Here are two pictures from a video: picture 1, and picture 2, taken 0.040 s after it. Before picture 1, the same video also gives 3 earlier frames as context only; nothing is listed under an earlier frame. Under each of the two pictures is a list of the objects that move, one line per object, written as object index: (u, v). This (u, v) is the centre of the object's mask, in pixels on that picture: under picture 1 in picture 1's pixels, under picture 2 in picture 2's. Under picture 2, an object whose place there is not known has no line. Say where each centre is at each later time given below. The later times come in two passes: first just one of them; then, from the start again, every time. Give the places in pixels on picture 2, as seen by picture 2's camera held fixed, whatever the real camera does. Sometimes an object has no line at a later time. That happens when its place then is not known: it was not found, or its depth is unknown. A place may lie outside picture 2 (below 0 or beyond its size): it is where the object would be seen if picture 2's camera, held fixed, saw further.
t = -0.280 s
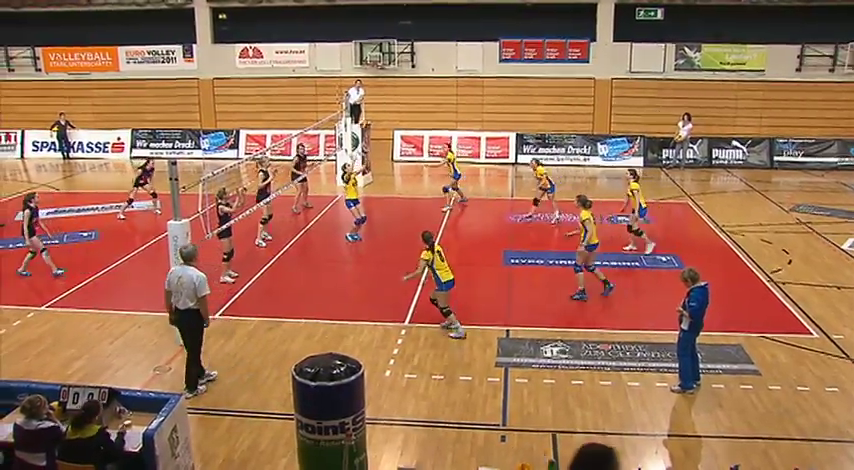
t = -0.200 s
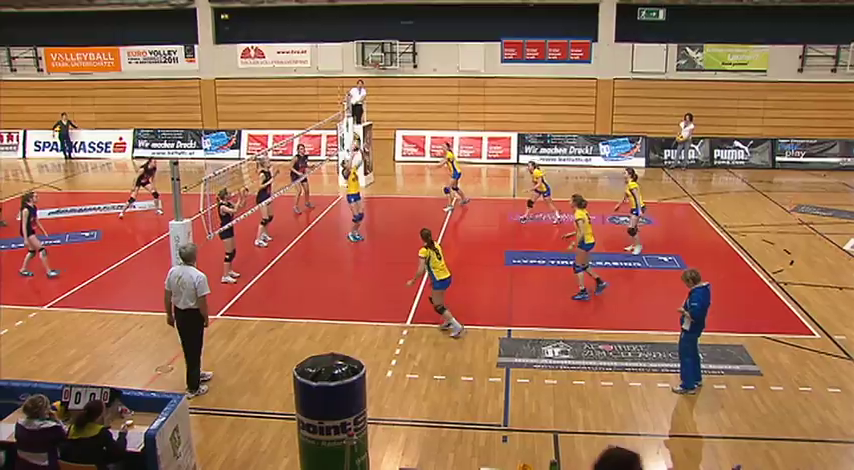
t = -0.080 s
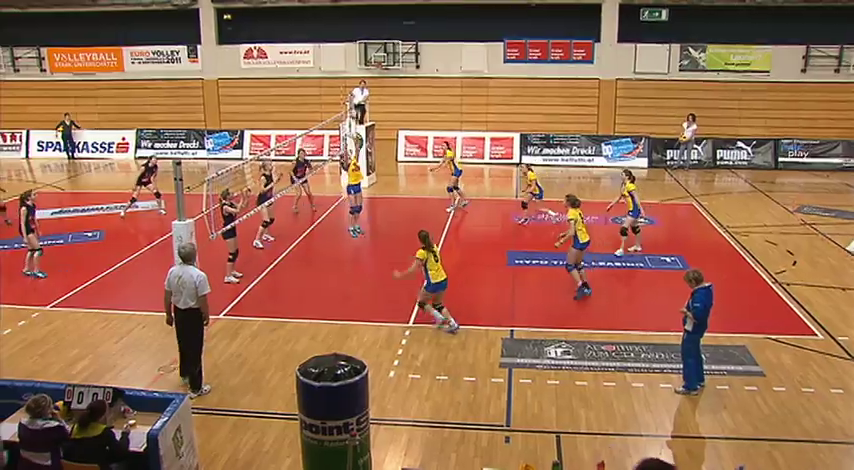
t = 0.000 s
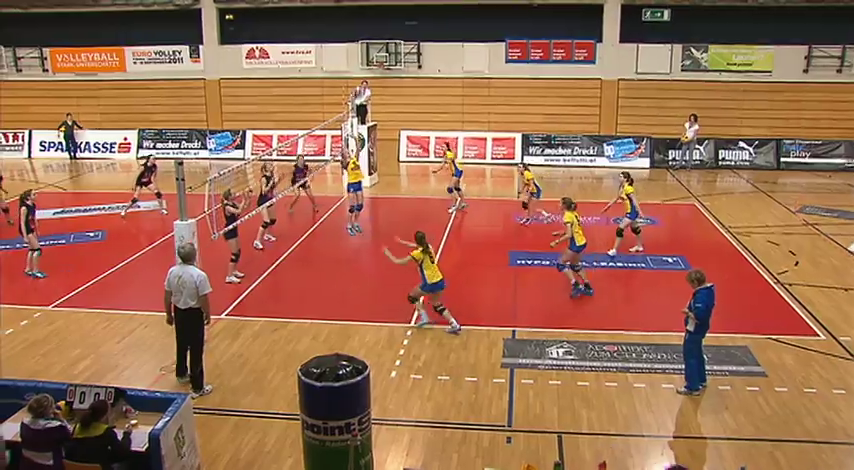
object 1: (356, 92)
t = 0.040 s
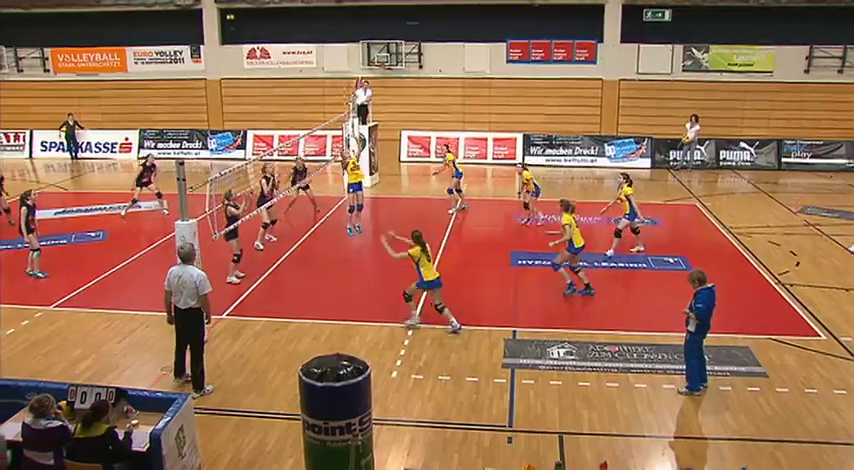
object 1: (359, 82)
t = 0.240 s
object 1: (361, 41)
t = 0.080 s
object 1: (360, 73)
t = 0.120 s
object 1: (359, 64)
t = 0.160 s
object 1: (360, 56)
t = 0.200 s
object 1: (361, 47)
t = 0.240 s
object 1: (361, 41)
